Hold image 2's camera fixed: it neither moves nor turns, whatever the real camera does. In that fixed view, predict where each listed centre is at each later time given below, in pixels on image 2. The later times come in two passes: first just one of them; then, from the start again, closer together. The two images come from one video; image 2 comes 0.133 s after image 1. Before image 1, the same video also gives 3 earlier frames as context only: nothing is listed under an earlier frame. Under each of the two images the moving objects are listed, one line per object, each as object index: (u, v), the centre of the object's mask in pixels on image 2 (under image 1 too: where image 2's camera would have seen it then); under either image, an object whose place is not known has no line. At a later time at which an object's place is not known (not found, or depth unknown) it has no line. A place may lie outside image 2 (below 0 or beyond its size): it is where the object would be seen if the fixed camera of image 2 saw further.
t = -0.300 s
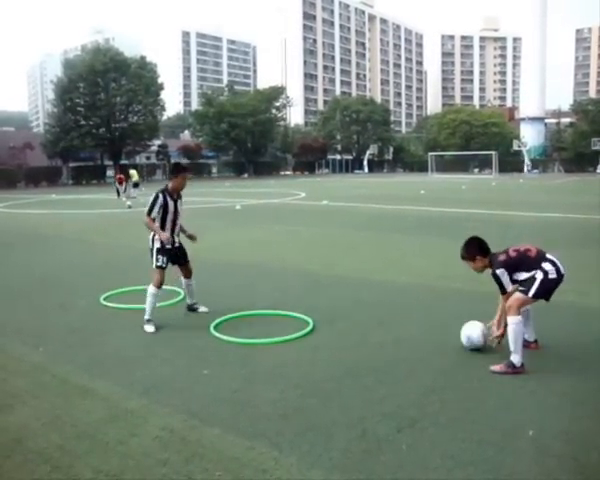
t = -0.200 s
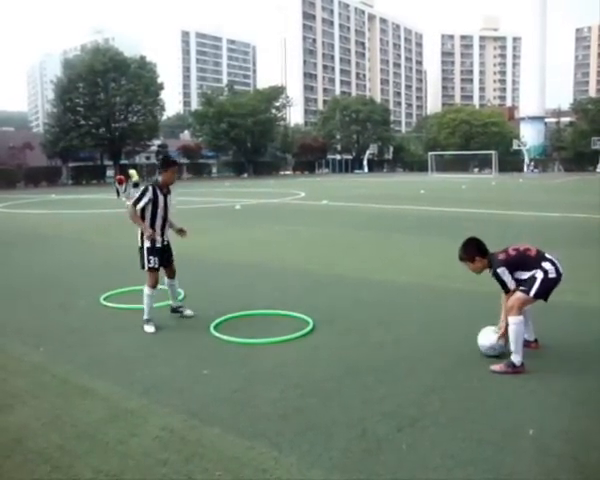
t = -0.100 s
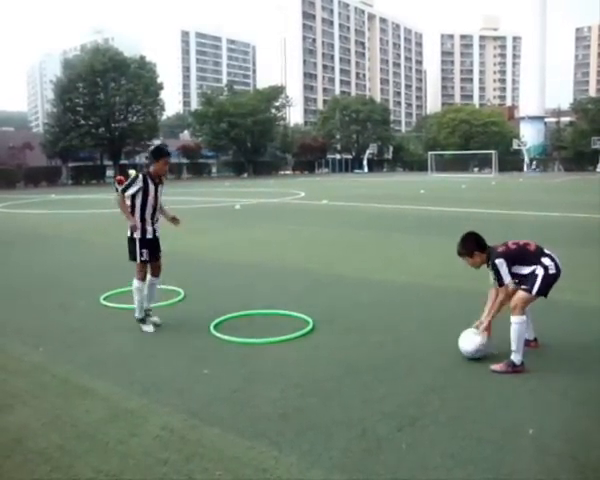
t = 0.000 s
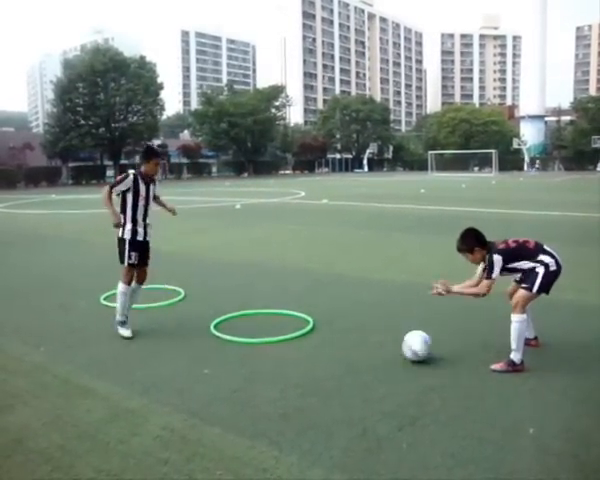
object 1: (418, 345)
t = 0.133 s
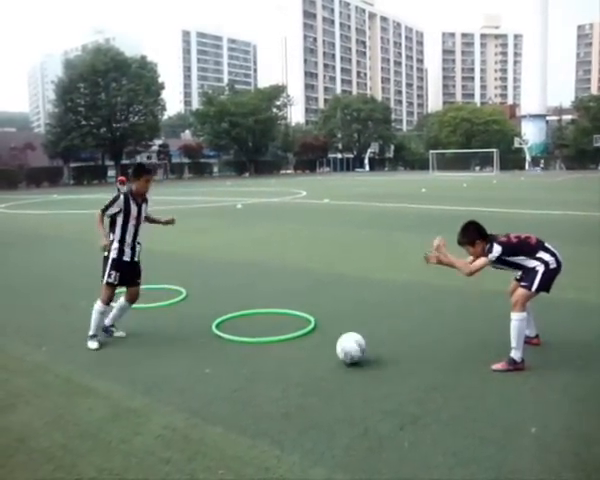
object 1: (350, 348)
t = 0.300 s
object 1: (275, 351)
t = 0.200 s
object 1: (320, 350)
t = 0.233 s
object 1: (304, 350)
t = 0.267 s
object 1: (290, 351)
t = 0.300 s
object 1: (275, 351)
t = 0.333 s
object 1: (261, 350)
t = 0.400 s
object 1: (234, 351)
